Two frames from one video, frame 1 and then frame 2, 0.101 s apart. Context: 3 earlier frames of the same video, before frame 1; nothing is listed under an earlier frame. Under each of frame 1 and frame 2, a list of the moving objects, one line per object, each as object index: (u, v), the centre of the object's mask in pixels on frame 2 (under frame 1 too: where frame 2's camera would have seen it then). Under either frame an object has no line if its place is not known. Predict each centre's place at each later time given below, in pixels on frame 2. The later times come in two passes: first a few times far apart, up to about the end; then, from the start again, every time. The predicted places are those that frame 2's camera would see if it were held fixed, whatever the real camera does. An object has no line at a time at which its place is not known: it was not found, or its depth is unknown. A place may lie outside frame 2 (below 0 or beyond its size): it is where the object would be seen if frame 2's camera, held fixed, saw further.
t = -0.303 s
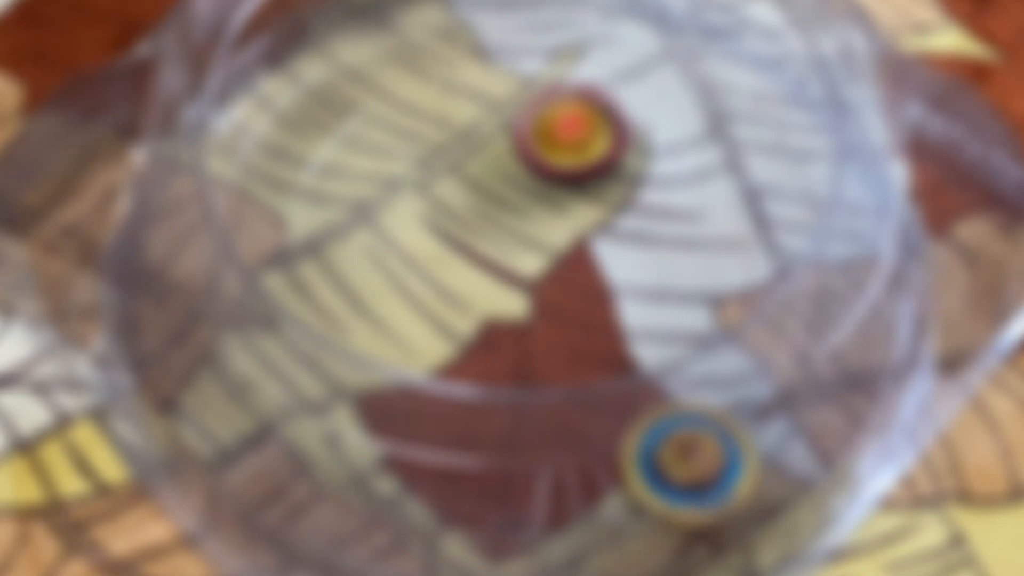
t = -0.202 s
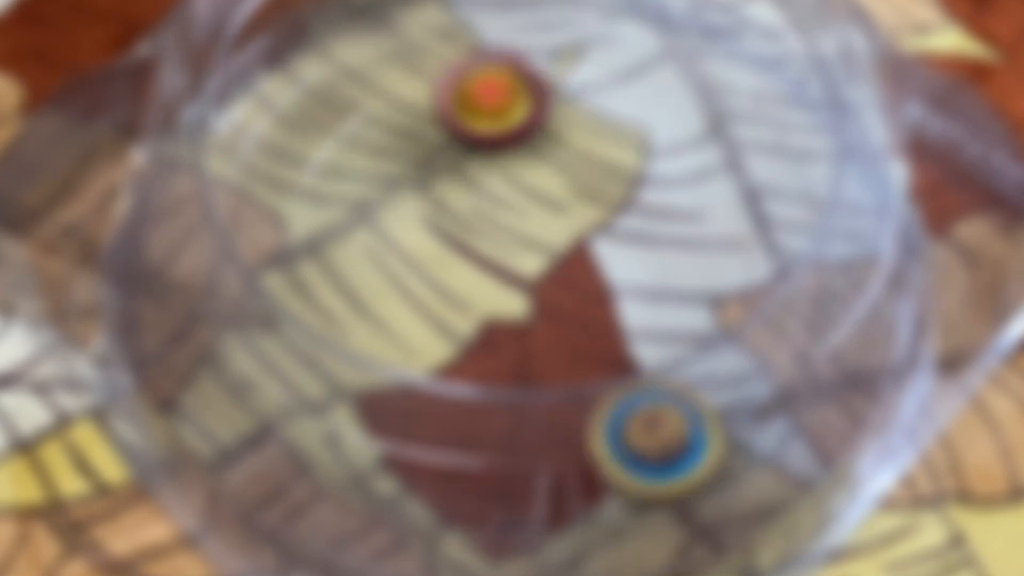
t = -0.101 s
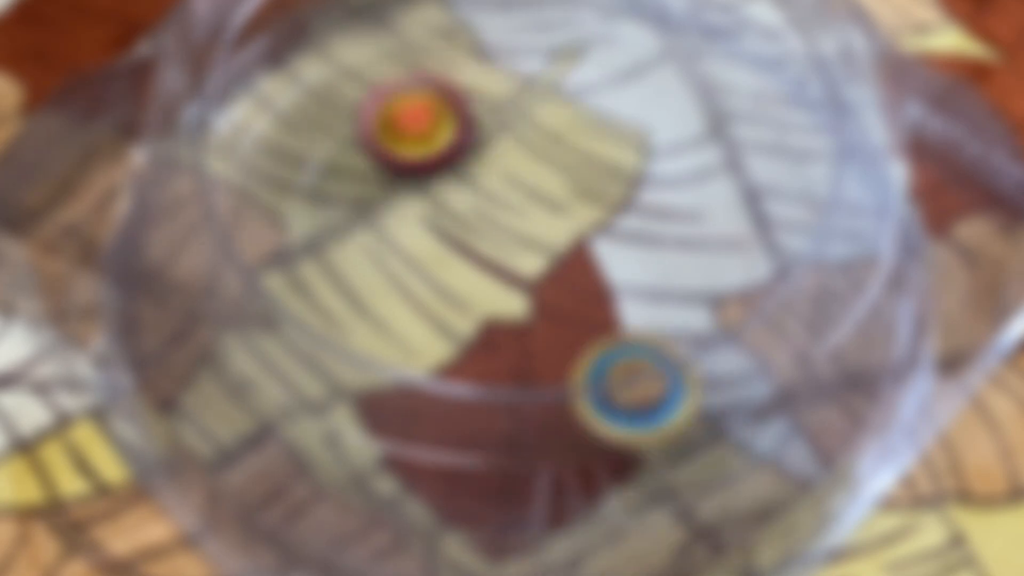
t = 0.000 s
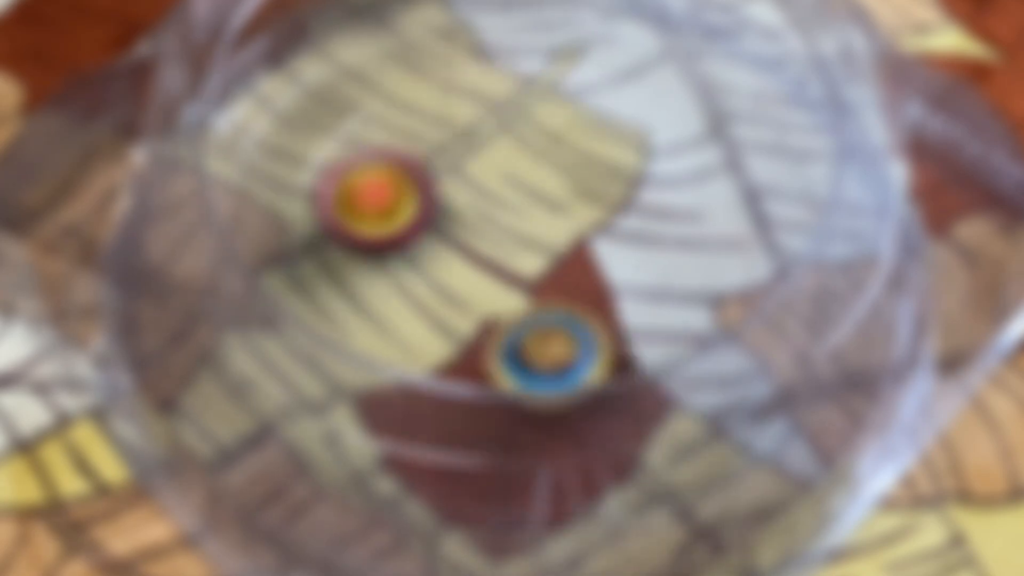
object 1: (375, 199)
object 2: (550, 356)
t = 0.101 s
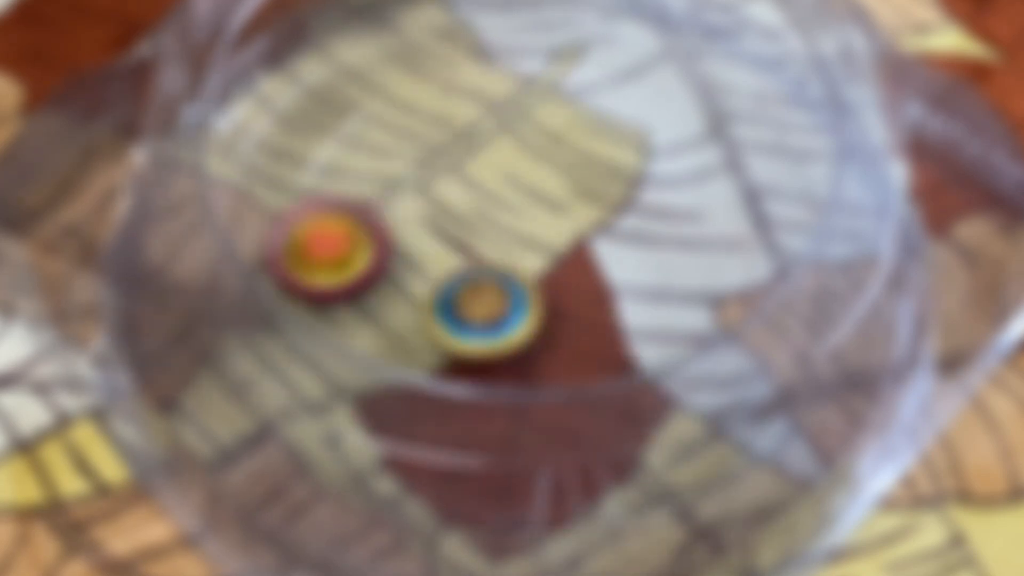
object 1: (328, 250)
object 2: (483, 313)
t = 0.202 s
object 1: (255, 236)
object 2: (491, 248)
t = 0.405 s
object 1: (228, 276)
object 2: (681, 175)
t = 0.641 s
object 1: (281, 335)
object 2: (778, 348)
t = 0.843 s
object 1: (340, 357)
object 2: (720, 340)
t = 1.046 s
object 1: (314, 230)
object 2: (674, 366)
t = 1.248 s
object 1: (249, 136)
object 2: (756, 333)
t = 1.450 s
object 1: (301, 175)
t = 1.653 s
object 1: (441, 264)
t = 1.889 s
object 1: (595, 245)
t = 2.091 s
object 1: (551, 183)
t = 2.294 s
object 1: (436, 183)
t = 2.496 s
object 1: (433, 252)
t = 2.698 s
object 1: (584, 240)
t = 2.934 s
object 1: (591, 160)
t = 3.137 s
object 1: (492, 163)
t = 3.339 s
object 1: (478, 241)
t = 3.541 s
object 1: (587, 266)
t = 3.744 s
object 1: (592, 201)
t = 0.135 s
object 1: (295, 241)
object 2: (486, 300)
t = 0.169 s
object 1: (271, 235)
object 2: (486, 276)
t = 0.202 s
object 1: (255, 236)
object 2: (491, 248)
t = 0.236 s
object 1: (236, 239)
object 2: (506, 218)
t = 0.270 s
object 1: (220, 240)
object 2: (532, 193)
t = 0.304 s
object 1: (209, 244)
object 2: (568, 177)
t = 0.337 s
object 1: (205, 253)
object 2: (602, 165)
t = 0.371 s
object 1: (216, 264)
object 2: (640, 166)
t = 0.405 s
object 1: (228, 276)
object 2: (681, 175)
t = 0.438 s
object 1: (237, 285)
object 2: (717, 194)
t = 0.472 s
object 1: (247, 296)
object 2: (749, 221)
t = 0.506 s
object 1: (254, 305)
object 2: (766, 256)
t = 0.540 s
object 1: (260, 312)
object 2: (785, 286)
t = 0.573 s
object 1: (268, 321)
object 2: (801, 307)
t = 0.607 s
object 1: (274, 328)
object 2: (801, 323)
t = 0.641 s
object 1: (281, 335)
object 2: (778, 348)
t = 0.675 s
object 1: (290, 342)
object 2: (760, 358)
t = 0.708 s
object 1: (297, 344)
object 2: (746, 365)
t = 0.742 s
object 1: (306, 348)
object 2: (737, 365)
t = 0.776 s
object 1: (314, 351)
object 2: (730, 360)
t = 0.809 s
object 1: (325, 355)
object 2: (726, 350)
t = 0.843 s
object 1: (340, 357)
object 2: (720, 340)
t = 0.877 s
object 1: (362, 356)
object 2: (709, 334)
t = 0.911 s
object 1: (389, 355)
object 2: (687, 334)
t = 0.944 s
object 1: (420, 349)
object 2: (656, 337)
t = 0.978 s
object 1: (456, 344)
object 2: (617, 345)
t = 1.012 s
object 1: (434, 315)
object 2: (618, 351)
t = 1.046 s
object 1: (314, 230)
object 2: (674, 366)
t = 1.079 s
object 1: (269, 186)
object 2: (675, 374)
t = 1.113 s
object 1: (231, 151)
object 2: (678, 380)
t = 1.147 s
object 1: (210, 113)
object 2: (688, 376)
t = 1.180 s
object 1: (215, 114)
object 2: (703, 367)
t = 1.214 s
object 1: (232, 124)
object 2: (727, 351)
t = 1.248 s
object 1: (249, 136)
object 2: (756, 333)
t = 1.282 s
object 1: (257, 140)
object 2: (786, 316)
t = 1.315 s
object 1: (267, 146)
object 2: (819, 294)
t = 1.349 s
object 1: (276, 153)
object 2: (840, 277)
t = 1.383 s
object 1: (283, 158)
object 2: (864, 262)
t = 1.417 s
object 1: (290, 165)
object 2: (891, 246)
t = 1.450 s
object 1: (301, 175)
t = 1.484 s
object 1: (317, 188)
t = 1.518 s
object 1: (335, 202)
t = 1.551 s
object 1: (357, 218)
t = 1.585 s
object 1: (385, 232)
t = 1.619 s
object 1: (410, 247)
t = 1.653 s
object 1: (441, 264)
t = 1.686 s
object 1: (468, 274)
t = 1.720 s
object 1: (500, 280)
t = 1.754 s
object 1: (524, 281)
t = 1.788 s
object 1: (549, 278)
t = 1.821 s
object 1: (569, 268)
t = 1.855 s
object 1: (584, 259)
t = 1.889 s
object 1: (595, 245)
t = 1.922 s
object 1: (599, 232)
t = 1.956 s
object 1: (599, 218)
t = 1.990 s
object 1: (593, 209)
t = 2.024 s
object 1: (583, 197)
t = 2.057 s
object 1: (569, 187)
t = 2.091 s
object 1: (551, 183)
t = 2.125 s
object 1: (529, 176)
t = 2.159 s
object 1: (509, 172)
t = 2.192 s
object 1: (487, 172)
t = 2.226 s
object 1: (468, 174)
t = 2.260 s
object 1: (450, 177)
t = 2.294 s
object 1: (436, 183)
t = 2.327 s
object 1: (423, 192)
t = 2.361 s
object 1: (415, 202)
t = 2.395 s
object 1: (409, 214)
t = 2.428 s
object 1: (411, 227)
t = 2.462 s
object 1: (418, 240)
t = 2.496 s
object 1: (433, 252)
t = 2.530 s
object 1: (452, 261)
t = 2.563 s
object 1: (478, 266)
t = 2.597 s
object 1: (507, 267)
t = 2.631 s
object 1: (537, 263)
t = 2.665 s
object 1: (562, 254)
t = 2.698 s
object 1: (584, 240)
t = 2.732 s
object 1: (601, 224)
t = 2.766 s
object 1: (612, 210)
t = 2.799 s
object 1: (618, 196)
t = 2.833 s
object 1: (617, 184)
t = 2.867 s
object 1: (612, 172)
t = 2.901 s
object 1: (603, 165)
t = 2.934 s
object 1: (591, 160)
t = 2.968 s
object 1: (578, 156)
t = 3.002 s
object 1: (560, 152)
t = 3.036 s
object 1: (543, 150)
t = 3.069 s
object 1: (525, 154)
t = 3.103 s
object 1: (507, 158)
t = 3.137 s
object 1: (492, 163)
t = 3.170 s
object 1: (477, 172)
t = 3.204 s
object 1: (467, 182)
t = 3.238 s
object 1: (462, 195)
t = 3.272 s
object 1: (461, 210)
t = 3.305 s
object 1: (467, 225)
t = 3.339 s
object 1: (478, 241)
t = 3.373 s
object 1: (495, 254)
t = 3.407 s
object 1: (517, 263)
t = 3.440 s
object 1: (538, 270)
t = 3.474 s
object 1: (556, 270)
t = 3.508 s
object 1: (573, 269)
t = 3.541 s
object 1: (587, 266)
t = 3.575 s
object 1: (598, 258)
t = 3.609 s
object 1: (605, 248)
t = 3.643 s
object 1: (607, 236)
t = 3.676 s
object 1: (605, 224)
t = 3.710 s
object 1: (600, 212)
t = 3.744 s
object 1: (592, 201)
